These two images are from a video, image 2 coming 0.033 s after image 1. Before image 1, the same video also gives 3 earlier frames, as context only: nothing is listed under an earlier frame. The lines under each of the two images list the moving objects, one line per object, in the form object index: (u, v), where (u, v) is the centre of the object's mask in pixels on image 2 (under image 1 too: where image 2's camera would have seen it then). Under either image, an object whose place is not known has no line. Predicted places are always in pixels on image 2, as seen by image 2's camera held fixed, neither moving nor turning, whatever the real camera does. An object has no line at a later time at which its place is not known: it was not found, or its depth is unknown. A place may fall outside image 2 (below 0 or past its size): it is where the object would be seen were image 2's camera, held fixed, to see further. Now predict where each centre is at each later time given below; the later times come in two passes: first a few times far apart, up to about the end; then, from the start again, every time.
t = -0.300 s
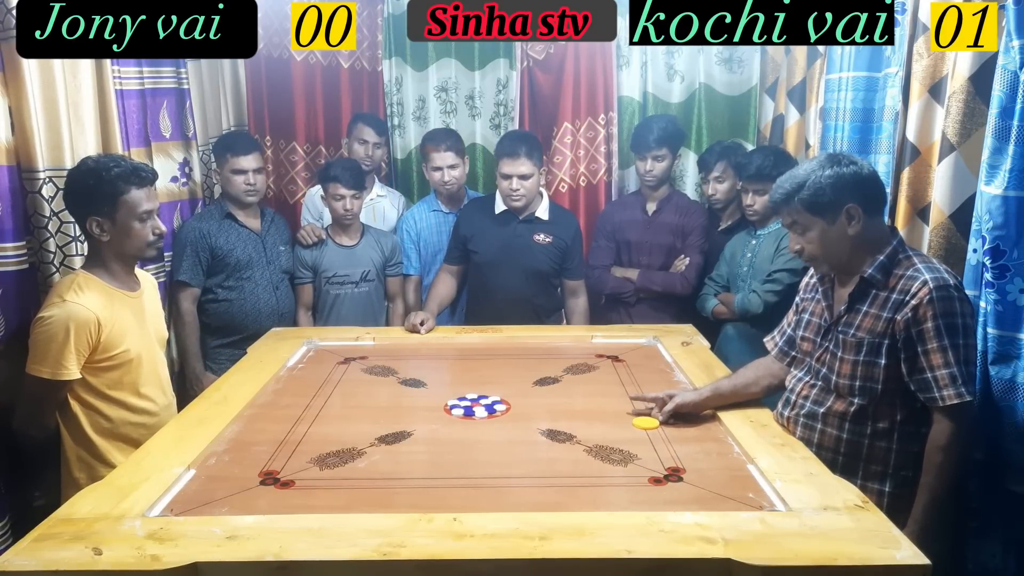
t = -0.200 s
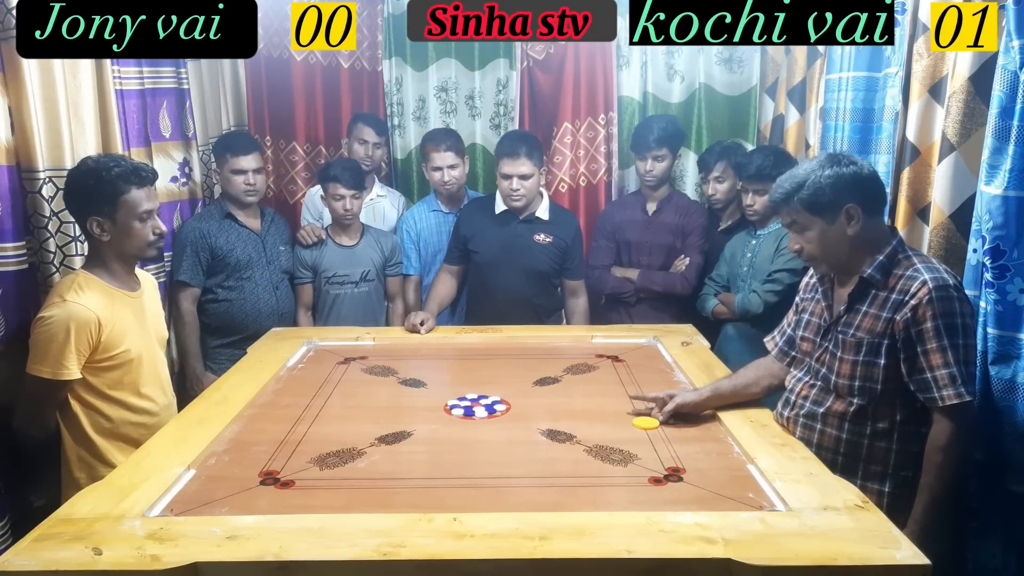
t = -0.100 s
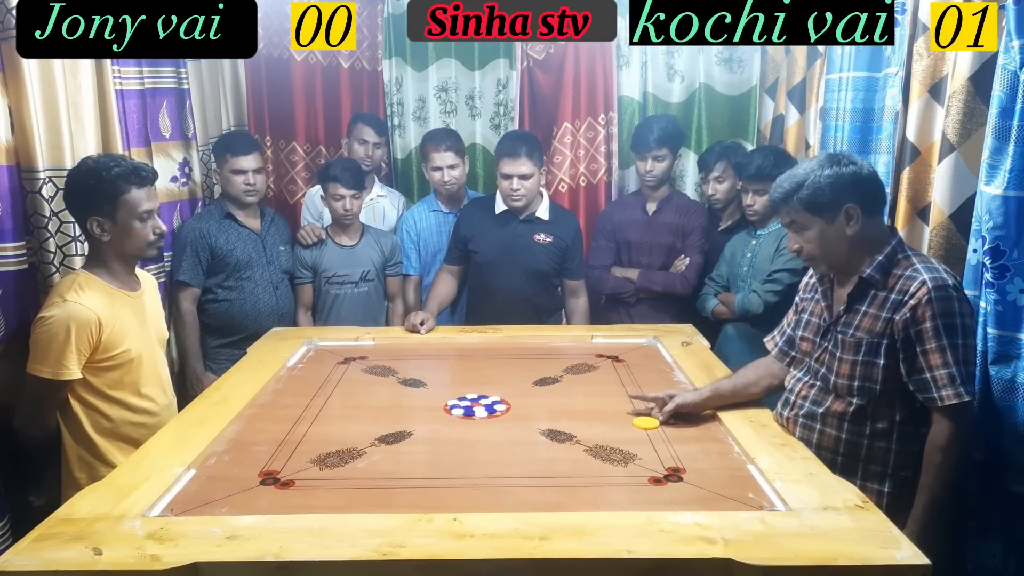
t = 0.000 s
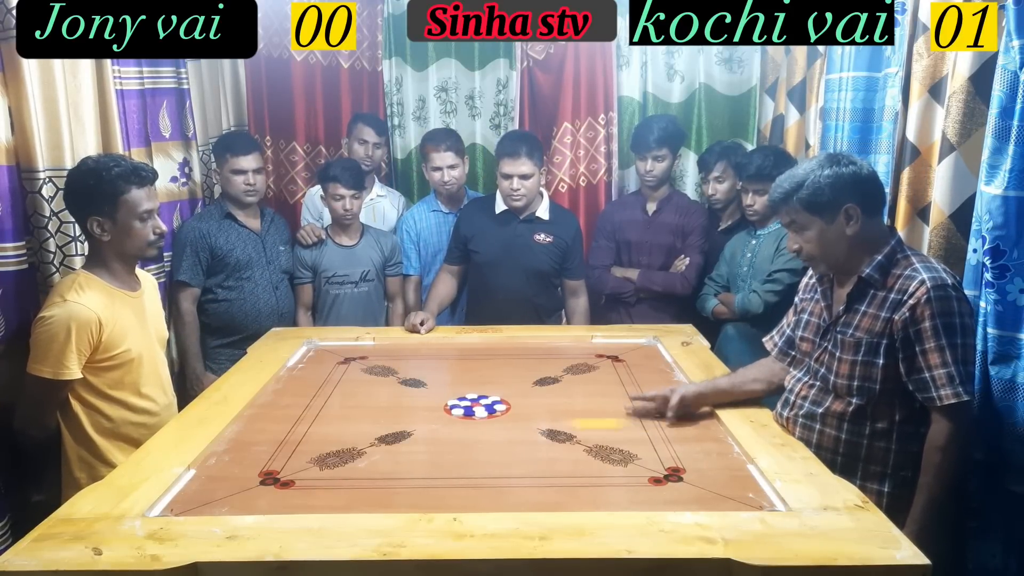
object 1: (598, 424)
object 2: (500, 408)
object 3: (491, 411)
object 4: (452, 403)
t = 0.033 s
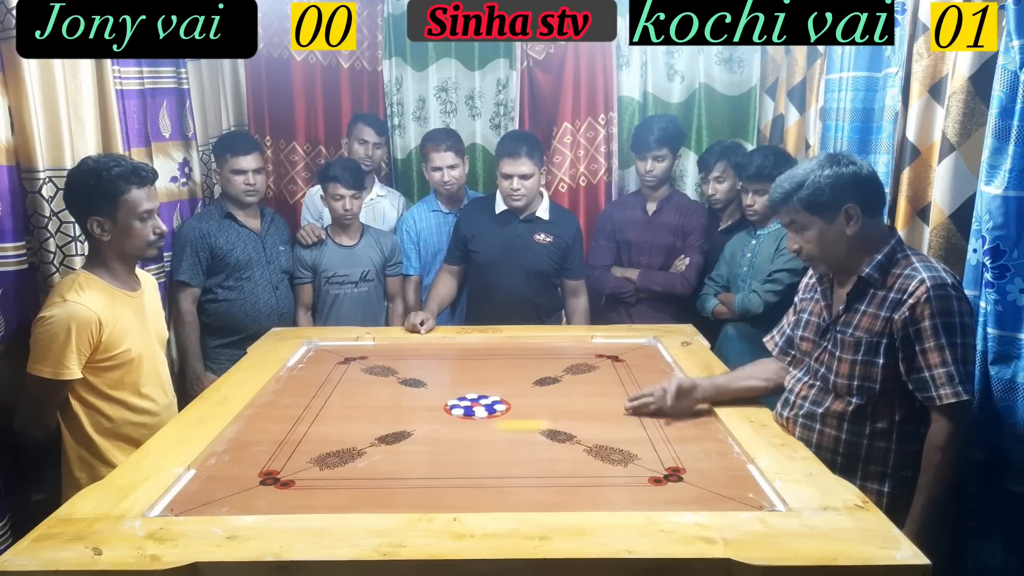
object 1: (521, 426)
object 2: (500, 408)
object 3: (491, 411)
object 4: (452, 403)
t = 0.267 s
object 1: (404, 422)
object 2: (500, 407)
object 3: (491, 411)
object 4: (452, 403)
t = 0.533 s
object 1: (705, 458)
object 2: (625, 378)
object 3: (561, 401)
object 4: (421, 400)
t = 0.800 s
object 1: (592, 502)
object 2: (611, 356)
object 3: (615, 394)
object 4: (409, 398)
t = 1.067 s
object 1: (443, 487)
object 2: (539, 343)
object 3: (632, 391)
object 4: (409, 398)
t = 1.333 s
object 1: (340, 464)
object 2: (497, 348)
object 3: (632, 391)
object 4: (409, 398)
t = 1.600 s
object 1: (274, 447)
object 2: (472, 354)
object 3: (632, 391)
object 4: (409, 398)
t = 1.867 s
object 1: (238, 435)
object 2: (465, 355)
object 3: (632, 391)
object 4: (409, 398)
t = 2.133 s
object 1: (261, 428)
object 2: (465, 355)
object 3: (632, 391)
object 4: (409, 398)
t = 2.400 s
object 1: (263, 427)
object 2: (466, 355)
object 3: (632, 391)
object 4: (409, 398)
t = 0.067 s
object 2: (500, 408)
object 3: (491, 411)
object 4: (452, 403)
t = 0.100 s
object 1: (367, 428)
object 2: (500, 408)
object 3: (491, 411)
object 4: (452, 403)
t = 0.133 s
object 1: (290, 429)
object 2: (500, 408)
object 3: (491, 411)
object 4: (452, 403)
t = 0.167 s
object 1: (260, 429)
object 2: (500, 408)
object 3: (491, 411)
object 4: (452, 403)
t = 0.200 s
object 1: (309, 427)
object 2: (500, 408)
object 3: (491, 411)
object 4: (452, 403)
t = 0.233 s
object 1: (358, 425)
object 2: (500, 408)
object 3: (491, 411)
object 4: (452, 403)
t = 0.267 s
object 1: (404, 422)
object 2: (500, 407)
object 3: (491, 411)
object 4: (452, 403)
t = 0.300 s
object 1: (449, 421)
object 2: (500, 407)
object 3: (491, 411)
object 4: (453, 402)
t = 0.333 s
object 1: (488, 423)
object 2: (512, 404)
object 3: (498, 409)
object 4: (448, 402)
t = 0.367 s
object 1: (521, 428)
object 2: (534, 399)
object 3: (510, 408)
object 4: (442, 401)
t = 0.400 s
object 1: (557, 434)
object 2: (554, 395)
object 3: (521, 406)
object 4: (437, 401)
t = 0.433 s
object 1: (592, 439)
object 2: (573, 390)
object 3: (532, 405)
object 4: (433, 401)
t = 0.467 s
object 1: (628, 445)
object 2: (591, 386)
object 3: (542, 403)
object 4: (429, 400)
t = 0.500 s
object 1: (666, 451)
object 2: (609, 382)
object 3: (552, 402)
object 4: (424, 400)
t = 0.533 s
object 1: (705, 458)
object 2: (625, 378)
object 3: (561, 401)
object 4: (421, 400)
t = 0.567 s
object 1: (729, 464)
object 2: (641, 375)
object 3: (570, 400)
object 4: (418, 399)
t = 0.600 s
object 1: (710, 469)
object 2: (656, 371)
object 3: (578, 398)
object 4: (415, 399)
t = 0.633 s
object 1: (690, 475)
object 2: (668, 368)
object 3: (586, 397)
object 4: (412, 399)
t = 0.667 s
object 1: (671, 480)
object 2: (659, 365)
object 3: (592, 397)
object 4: (411, 399)
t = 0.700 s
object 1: (652, 486)
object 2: (646, 363)
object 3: (599, 396)
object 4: (410, 398)
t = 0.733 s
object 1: (632, 492)
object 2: (634, 361)
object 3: (605, 395)
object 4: (409, 398)
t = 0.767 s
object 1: (612, 497)
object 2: (622, 358)
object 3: (610, 394)
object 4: (409, 398)
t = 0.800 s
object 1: (592, 502)
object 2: (611, 356)
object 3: (615, 394)
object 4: (409, 398)
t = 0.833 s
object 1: (571, 506)
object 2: (600, 354)
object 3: (619, 393)
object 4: (409, 398)
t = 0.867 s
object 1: (548, 506)
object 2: (590, 353)
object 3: (623, 392)
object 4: (409, 398)
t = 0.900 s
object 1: (529, 504)
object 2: (581, 351)
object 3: (626, 392)
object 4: (409, 398)
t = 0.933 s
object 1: (510, 502)
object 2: (572, 350)
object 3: (628, 391)
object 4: (409, 398)
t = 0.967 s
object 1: (492, 498)
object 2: (563, 348)
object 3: (630, 391)
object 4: (409, 398)
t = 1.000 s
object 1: (474, 494)
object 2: (555, 346)
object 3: (631, 391)
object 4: (409, 398)
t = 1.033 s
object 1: (458, 490)
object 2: (547, 344)
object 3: (632, 391)
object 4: (409, 398)
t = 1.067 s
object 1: (443, 487)
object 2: (539, 343)
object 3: (632, 391)
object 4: (409, 398)
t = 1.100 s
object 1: (427, 484)
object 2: (533, 343)
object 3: (632, 391)
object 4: (409, 398)
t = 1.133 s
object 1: (413, 480)
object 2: (527, 343)
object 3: (632, 391)
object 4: (409, 398)
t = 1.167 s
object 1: (399, 478)
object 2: (522, 344)
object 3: (632, 391)
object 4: (409, 398)
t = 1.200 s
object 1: (387, 475)
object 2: (516, 345)
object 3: (632, 391)
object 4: (409, 398)
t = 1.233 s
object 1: (374, 472)
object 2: (511, 346)
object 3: (632, 391)
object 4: (409, 398)
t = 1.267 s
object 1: (362, 469)
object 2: (506, 347)
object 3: (632, 391)
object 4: (409, 398)
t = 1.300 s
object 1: (351, 466)
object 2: (502, 348)
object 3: (632, 391)
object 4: (409, 398)
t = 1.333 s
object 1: (340, 464)
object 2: (497, 348)
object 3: (632, 391)
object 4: (409, 398)
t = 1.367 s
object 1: (330, 461)
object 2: (493, 349)
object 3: (632, 391)
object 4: (409, 398)
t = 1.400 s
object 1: (321, 459)
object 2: (489, 350)
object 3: (632, 391)
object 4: (409, 398)
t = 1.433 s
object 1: (312, 457)
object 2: (486, 351)
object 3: (632, 391)
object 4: (409, 398)
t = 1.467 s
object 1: (303, 455)
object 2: (482, 351)
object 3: (632, 391)
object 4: (409, 398)
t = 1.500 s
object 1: (295, 452)
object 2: (479, 352)
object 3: (632, 391)
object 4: (409, 398)
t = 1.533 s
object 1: (288, 450)
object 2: (476, 353)
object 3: (632, 391)
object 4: (409, 398)
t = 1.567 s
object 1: (280, 448)
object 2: (474, 353)
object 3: (632, 391)
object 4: (409, 398)
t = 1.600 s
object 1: (274, 447)
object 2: (472, 354)
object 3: (632, 391)
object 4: (409, 398)
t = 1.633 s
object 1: (268, 445)
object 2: (470, 354)
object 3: (632, 391)
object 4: (409, 398)
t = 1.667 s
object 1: (262, 443)
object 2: (468, 354)
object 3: (632, 391)
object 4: (409, 398)
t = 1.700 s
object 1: (257, 441)
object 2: (467, 354)
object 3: (632, 391)
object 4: (409, 398)
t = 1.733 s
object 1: (253, 440)
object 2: (466, 354)
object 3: (632, 391)
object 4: (409, 398)
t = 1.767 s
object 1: (248, 439)
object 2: (466, 355)
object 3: (632, 391)
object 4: (409, 398)
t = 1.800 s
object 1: (244, 437)
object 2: (465, 355)
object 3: (632, 391)
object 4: (409, 398)
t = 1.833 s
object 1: (240, 436)
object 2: (465, 355)
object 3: (632, 391)
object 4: (409, 398)
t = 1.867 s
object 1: (238, 435)
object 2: (465, 355)
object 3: (632, 391)
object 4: (409, 398)
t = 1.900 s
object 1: (242, 434)
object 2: (465, 355)
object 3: (632, 391)
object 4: (409, 398)
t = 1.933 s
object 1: (246, 432)
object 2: (465, 355)
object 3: (632, 391)
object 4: (409, 398)
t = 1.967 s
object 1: (249, 431)
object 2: (465, 355)
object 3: (632, 391)
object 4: (409, 398)
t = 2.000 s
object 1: (252, 430)
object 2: (465, 355)
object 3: (632, 391)
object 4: (409, 398)
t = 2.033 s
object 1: (255, 430)
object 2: (465, 355)
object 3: (632, 391)
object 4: (409, 398)
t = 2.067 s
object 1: (257, 429)
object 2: (465, 355)
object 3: (632, 391)
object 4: (409, 398)
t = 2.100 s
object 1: (259, 429)
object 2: (466, 355)
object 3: (632, 391)
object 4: (409, 398)
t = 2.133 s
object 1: (261, 428)
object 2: (465, 355)
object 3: (632, 391)
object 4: (409, 398)
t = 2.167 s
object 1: (262, 428)
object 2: (465, 355)
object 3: (632, 391)
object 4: (409, 398)
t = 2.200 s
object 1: (263, 427)
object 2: (465, 355)
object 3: (632, 391)
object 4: (409, 398)
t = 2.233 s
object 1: (263, 427)
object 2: (465, 355)
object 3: (632, 391)
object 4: (409, 398)
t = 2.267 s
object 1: (264, 427)
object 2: (465, 355)
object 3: (632, 391)
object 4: (409, 398)
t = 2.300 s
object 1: (263, 427)
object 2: (465, 355)
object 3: (632, 391)
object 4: (409, 398)
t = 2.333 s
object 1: (263, 427)
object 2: (465, 355)
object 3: (632, 391)
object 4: (409, 398)
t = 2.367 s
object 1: (263, 427)
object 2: (466, 355)
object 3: (632, 391)
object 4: (409, 398)
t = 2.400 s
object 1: (263, 427)
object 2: (466, 355)
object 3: (632, 391)
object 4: (409, 398)
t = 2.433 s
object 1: (263, 427)
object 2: (466, 355)
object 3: (632, 391)
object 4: (409, 398)
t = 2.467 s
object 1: (263, 427)
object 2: (466, 355)
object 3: (632, 391)
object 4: (409, 398)
